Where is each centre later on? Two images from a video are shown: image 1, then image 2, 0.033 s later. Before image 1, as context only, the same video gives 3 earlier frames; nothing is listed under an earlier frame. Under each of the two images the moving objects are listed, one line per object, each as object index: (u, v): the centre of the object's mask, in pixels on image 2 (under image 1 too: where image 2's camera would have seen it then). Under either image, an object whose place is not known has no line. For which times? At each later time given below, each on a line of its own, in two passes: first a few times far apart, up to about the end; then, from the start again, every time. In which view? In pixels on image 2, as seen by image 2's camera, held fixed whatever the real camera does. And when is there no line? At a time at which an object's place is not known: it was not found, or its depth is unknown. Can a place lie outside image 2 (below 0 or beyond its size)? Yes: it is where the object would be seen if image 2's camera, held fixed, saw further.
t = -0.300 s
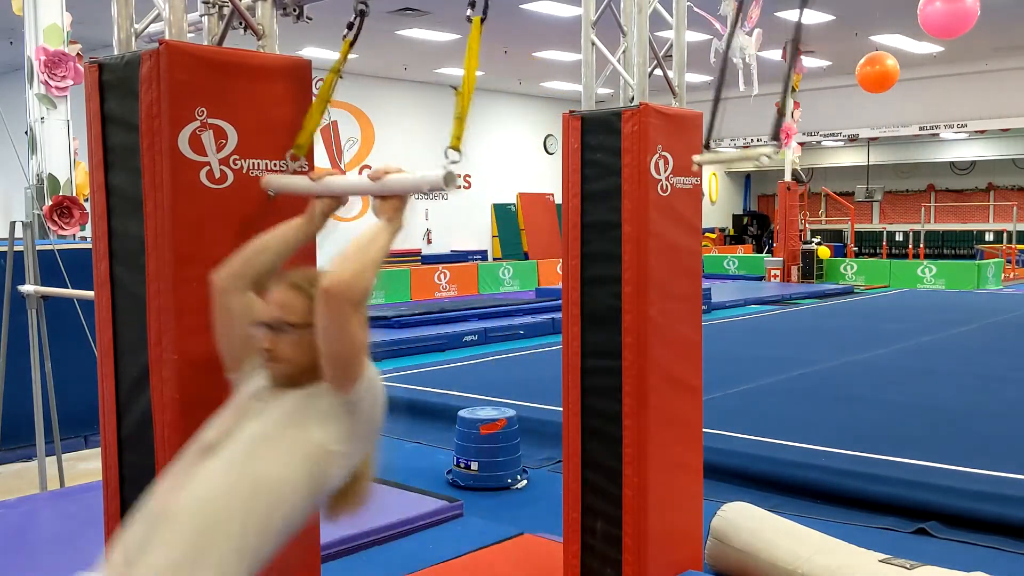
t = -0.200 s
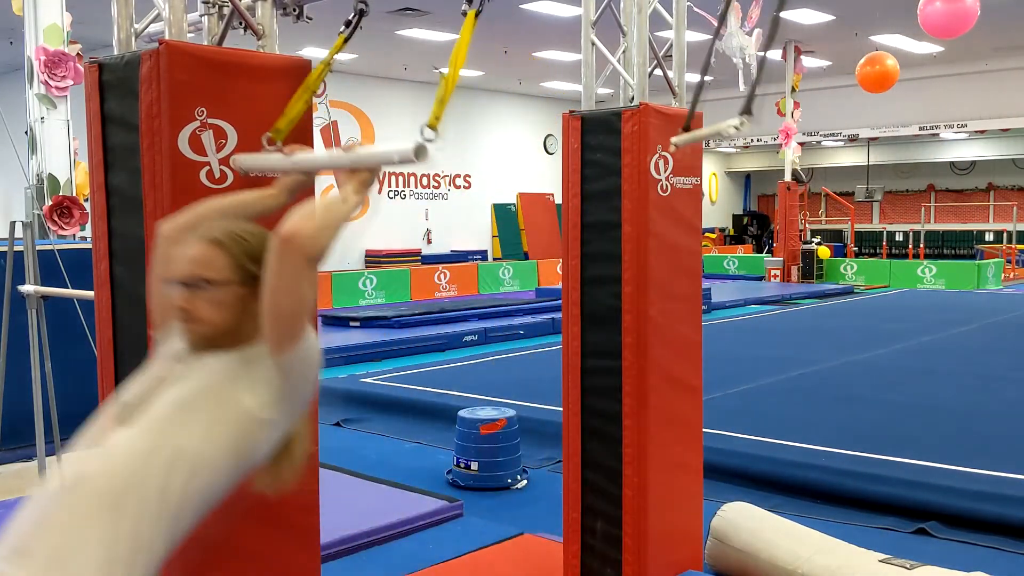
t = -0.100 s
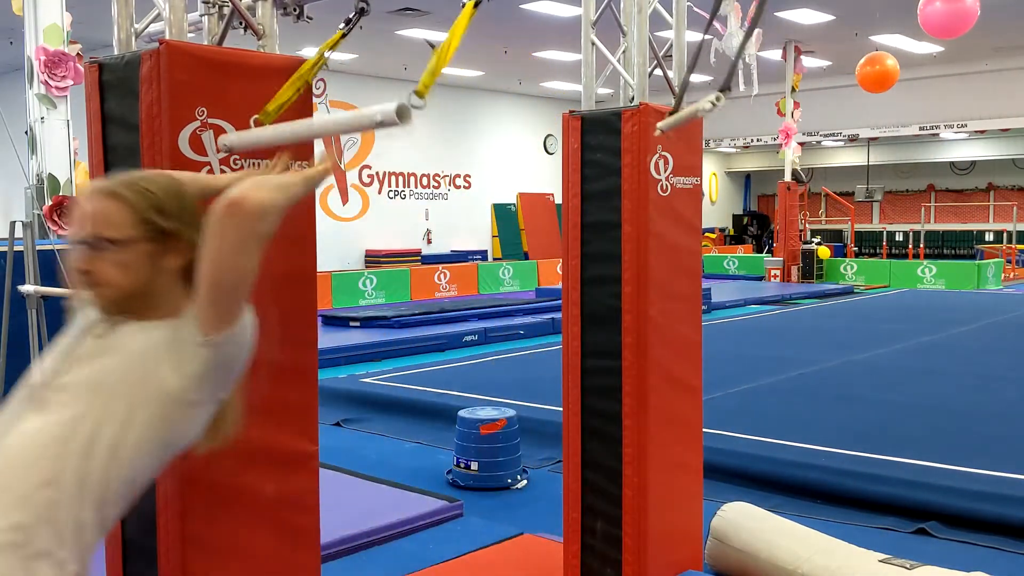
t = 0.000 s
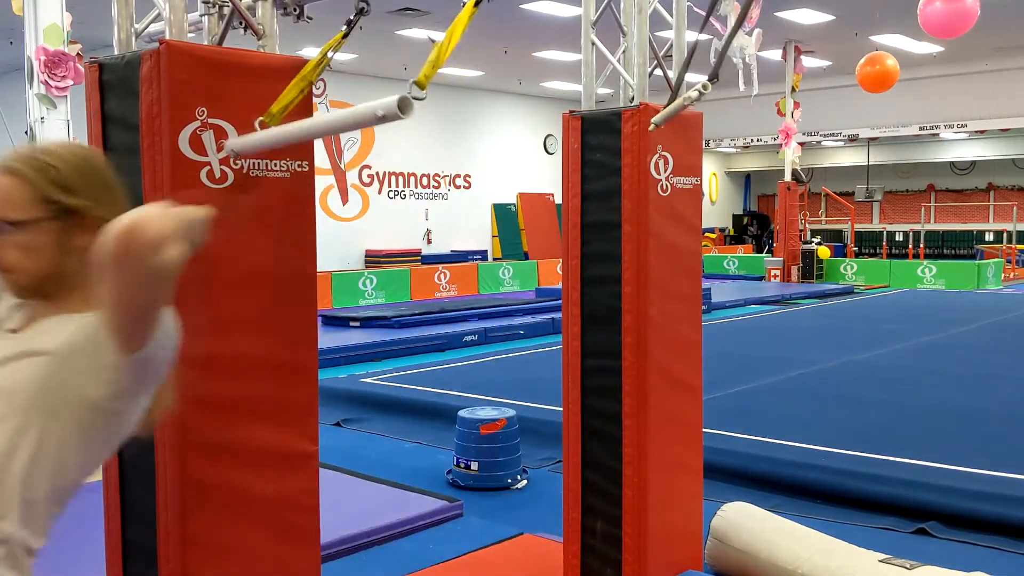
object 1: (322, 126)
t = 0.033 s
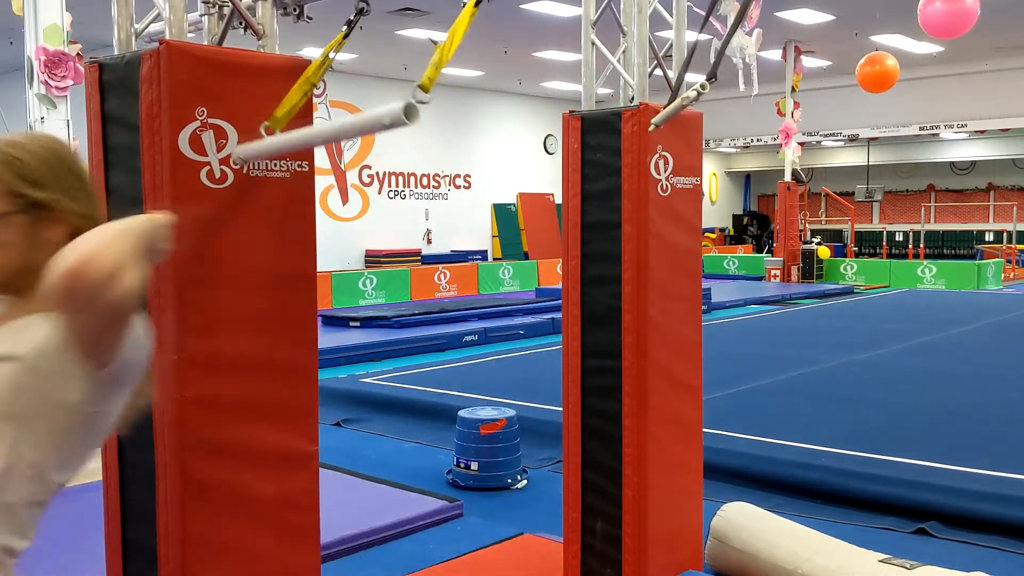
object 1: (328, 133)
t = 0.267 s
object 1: (431, 199)
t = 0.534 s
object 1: (520, 157)
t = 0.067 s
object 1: (335, 142)
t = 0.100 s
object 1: (345, 154)
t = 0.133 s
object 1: (359, 165)
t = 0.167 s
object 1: (372, 177)
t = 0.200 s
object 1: (391, 187)
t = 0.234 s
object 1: (414, 193)
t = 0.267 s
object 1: (431, 199)
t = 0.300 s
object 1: (448, 199)
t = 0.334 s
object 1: (463, 198)
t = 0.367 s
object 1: (479, 193)
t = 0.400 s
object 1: (492, 185)
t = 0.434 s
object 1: (503, 178)
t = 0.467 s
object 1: (516, 170)
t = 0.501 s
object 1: (519, 163)
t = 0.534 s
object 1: (520, 157)
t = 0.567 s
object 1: (522, 153)
